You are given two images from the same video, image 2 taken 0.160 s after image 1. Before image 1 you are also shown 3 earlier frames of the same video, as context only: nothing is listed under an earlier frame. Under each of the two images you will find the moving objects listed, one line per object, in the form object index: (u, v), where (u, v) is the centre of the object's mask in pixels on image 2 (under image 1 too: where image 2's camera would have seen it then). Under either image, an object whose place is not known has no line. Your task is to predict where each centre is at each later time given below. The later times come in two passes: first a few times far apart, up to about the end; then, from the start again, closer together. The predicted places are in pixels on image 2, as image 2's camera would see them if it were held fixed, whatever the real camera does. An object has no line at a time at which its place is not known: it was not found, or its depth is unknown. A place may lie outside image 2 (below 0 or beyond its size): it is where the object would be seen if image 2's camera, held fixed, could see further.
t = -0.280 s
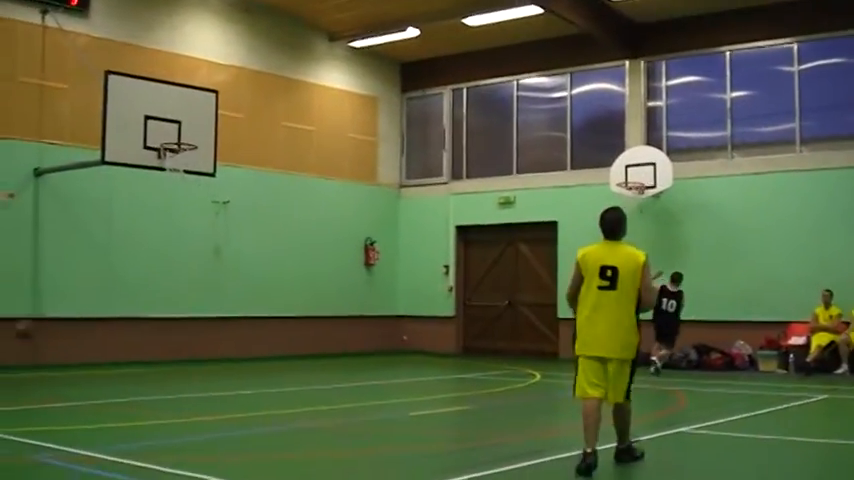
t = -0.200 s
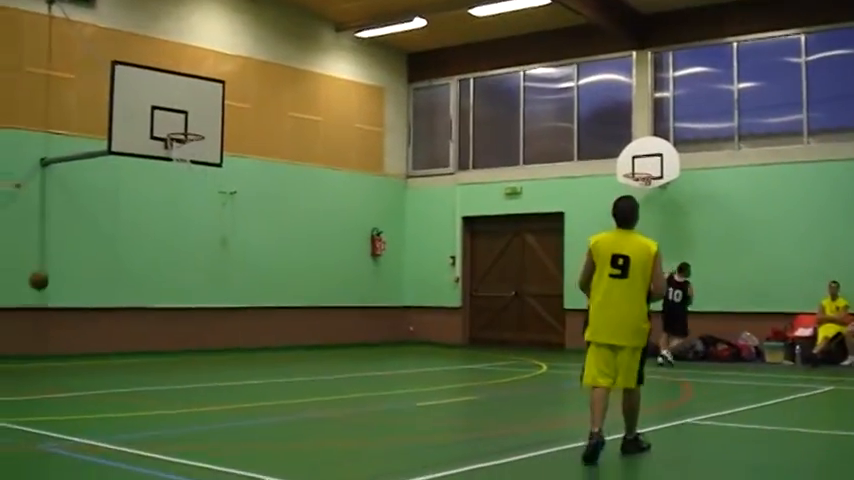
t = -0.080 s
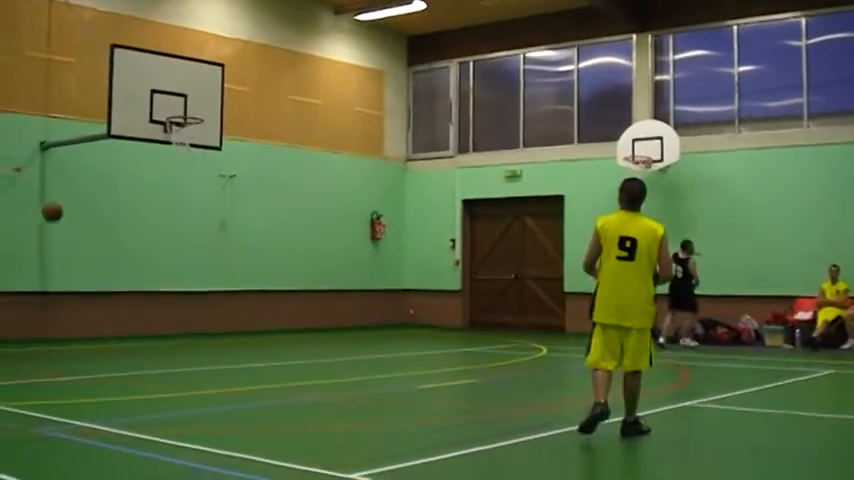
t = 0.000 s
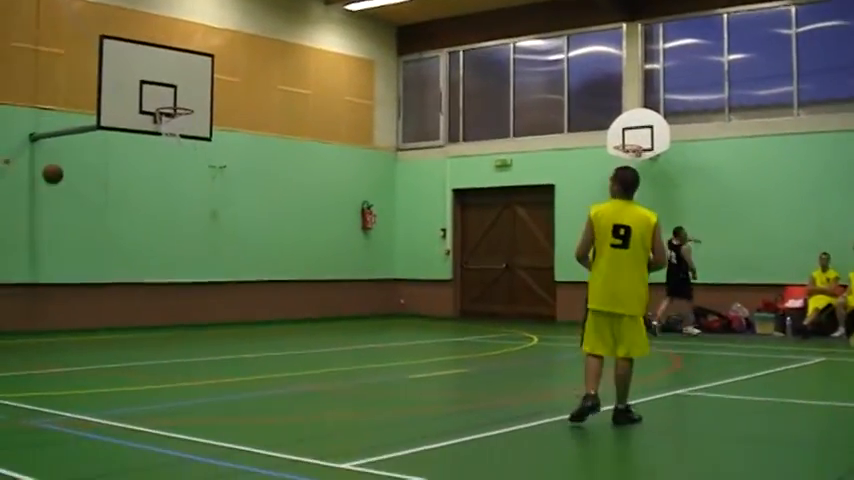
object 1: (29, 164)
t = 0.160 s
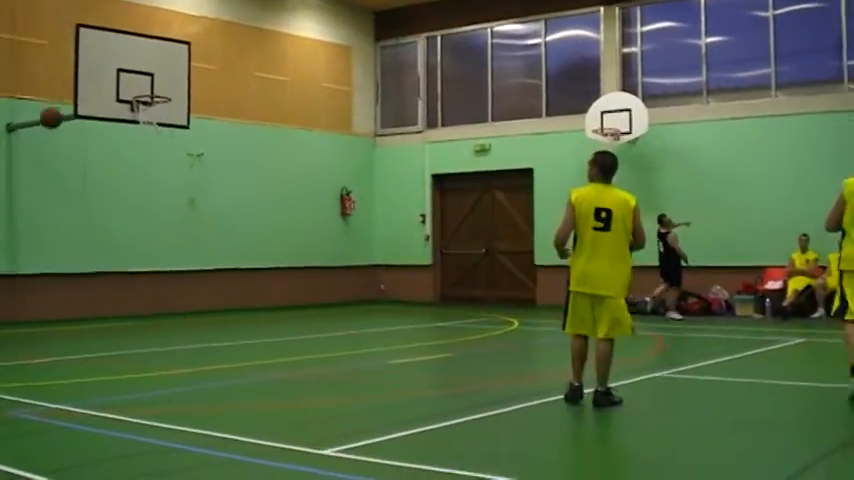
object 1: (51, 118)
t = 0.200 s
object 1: (56, 110)
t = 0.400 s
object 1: (86, 87)
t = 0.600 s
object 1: (119, 104)
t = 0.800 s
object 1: (156, 167)
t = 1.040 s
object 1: (209, 321)
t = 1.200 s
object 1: (242, 306)
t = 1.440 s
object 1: (300, 176)
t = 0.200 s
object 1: (56, 110)
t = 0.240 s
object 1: (62, 102)
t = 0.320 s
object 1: (74, 92)
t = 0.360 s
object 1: (80, 89)
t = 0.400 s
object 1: (86, 87)
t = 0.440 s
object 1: (93, 87)
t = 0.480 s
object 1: (99, 89)
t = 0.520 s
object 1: (105, 92)
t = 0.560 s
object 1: (112, 97)
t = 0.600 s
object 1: (119, 104)
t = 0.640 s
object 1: (125, 112)
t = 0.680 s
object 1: (133, 123)
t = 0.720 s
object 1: (140, 136)
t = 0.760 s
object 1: (148, 150)
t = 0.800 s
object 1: (156, 167)
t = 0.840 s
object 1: (164, 187)
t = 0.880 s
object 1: (172, 209)
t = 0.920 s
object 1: (181, 233)
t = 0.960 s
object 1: (190, 259)
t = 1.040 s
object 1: (209, 321)
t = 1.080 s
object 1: (218, 358)
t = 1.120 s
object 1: (227, 361)
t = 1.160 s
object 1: (235, 335)
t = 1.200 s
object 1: (242, 306)
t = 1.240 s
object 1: (251, 281)
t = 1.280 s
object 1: (259, 257)
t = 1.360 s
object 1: (279, 213)
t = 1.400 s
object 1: (289, 193)
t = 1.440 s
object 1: (300, 176)
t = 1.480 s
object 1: (311, 160)
